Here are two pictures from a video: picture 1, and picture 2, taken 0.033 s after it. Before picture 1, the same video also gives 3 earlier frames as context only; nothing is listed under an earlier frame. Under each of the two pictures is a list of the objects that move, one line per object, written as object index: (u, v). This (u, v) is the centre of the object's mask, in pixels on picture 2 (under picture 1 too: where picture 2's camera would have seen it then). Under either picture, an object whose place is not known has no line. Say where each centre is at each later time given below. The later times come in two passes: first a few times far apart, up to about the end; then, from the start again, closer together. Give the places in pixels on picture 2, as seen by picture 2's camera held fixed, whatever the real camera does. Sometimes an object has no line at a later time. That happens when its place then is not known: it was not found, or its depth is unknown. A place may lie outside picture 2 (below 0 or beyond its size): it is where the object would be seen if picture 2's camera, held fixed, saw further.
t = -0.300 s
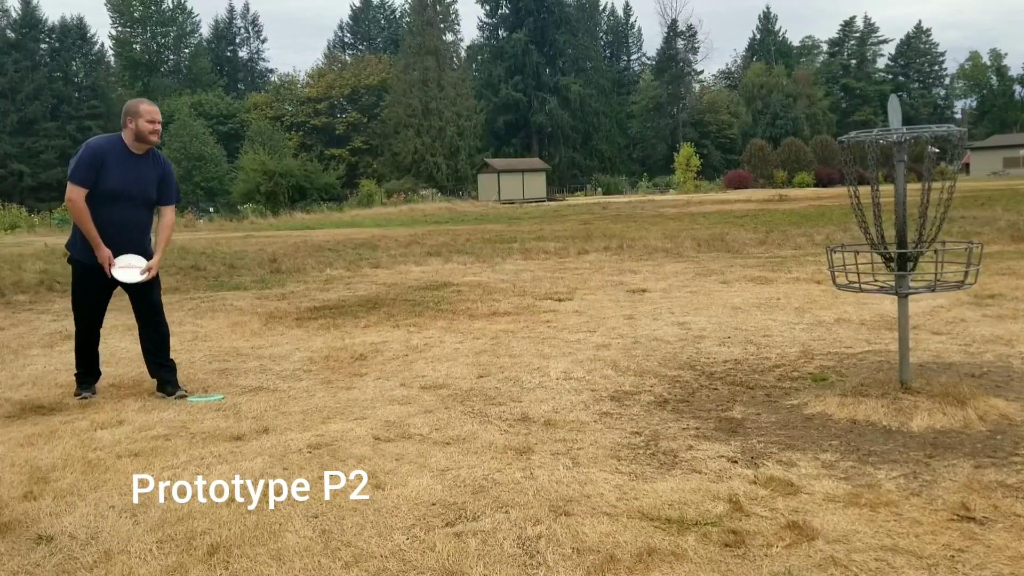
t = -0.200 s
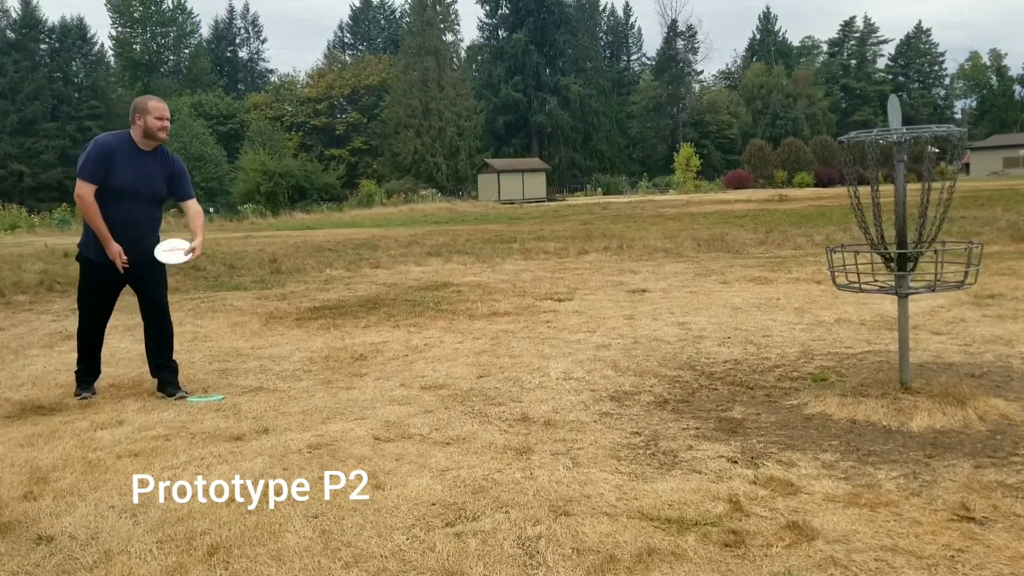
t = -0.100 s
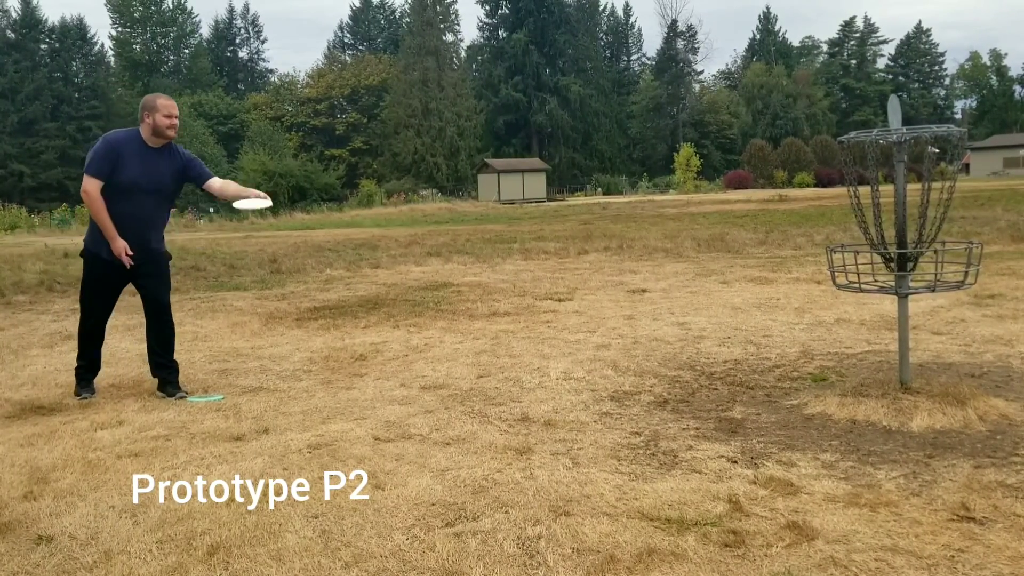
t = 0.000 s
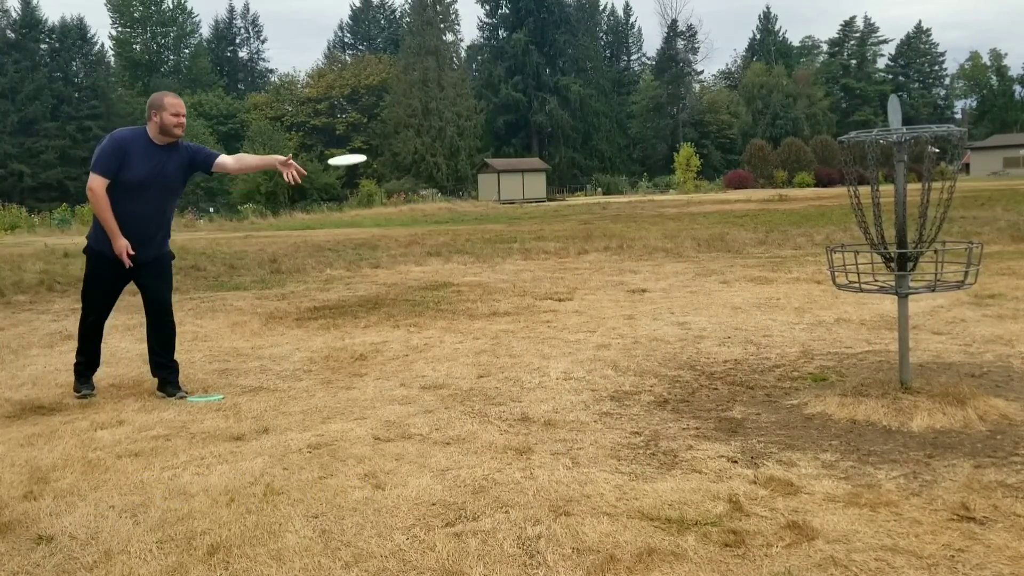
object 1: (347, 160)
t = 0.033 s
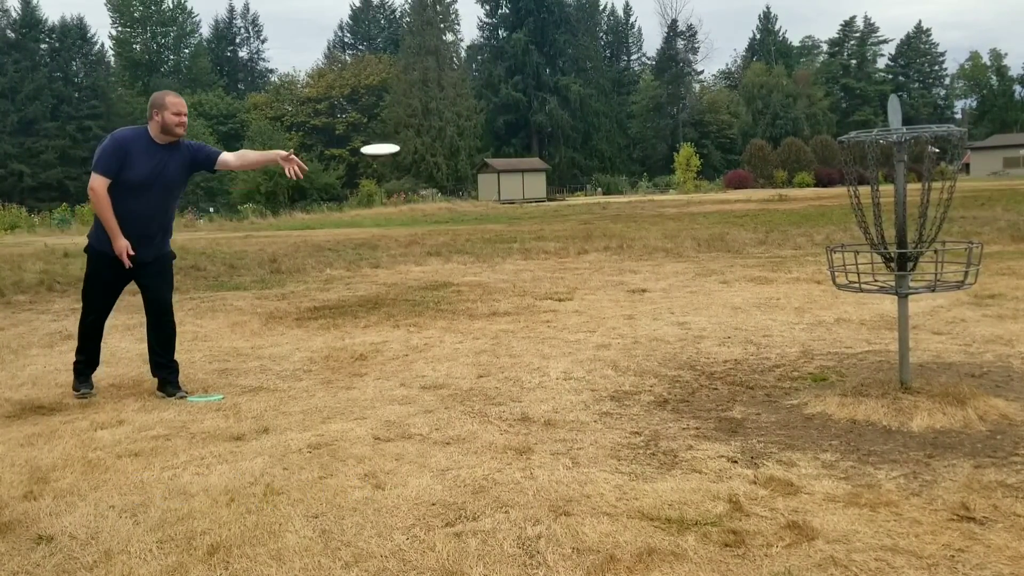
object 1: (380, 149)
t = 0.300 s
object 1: (667, 140)
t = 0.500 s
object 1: (869, 194)
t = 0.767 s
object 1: (857, 258)
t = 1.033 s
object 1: (840, 263)
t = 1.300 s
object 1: (840, 263)
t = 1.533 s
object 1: (837, 265)
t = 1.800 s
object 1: (837, 268)
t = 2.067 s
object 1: (837, 268)
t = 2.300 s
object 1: (837, 268)
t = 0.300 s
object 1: (667, 140)
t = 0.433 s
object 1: (826, 178)
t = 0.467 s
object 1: (852, 187)
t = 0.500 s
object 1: (869, 194)
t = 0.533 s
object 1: (876, 201)
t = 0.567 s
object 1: (875, 209)
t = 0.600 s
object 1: (873, 216)
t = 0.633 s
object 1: (871, 221)
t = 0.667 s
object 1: (870, 227)
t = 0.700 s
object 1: (866, 233)
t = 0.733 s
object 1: (860, 245)
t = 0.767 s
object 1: (857, 258)
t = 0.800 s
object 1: (855, 262)
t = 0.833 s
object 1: (853, 259)
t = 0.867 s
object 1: (851, 256)
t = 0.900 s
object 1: (849, 256)
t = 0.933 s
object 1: (846, 259)
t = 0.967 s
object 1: (845, 263)
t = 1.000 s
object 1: (842, 263)
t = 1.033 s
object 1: (840, 263)
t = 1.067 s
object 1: (839, 264)
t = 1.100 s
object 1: (838, 264)
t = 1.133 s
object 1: (838, 264)
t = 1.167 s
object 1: (839, 263)
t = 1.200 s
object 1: (839, 263)
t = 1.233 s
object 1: (840, 263)
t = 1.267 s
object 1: (840, 263)
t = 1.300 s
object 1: (840, 263)
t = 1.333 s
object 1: (840, 263)
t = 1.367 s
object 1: (840, 263)
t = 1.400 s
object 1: (839, 264)
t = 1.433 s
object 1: (839, 264)
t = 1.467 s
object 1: (838, 264)
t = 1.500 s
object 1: (838, 265)
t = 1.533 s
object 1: (837, 265)
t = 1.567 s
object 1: (837, 265)
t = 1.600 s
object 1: (837, 266)
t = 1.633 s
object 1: (837, 267)
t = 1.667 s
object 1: (837, 268)
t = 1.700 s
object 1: (837, 268)
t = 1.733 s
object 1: (837, 269)
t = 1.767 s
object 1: (837, 268)
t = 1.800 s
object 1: (837, 268)
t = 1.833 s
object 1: (837, 269)
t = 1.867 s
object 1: (837, 269)
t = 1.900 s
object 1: (837, 269)
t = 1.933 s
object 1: (837, 269)
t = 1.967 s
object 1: (837, 269)
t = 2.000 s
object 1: (838, 269)
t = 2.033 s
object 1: (838, 268)
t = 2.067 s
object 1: (837, 268)
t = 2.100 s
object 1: (837, 268)
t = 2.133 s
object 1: (837, 268)
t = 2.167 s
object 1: (837, 268)
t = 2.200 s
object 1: (837, 267)
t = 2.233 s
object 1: (837, 268)
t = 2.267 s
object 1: (837, 268)
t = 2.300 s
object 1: (837, 268)
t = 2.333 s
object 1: (837, 267)
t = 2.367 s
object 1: (837, 267)
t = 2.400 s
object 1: (837, 267)
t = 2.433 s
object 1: (837, 267)
